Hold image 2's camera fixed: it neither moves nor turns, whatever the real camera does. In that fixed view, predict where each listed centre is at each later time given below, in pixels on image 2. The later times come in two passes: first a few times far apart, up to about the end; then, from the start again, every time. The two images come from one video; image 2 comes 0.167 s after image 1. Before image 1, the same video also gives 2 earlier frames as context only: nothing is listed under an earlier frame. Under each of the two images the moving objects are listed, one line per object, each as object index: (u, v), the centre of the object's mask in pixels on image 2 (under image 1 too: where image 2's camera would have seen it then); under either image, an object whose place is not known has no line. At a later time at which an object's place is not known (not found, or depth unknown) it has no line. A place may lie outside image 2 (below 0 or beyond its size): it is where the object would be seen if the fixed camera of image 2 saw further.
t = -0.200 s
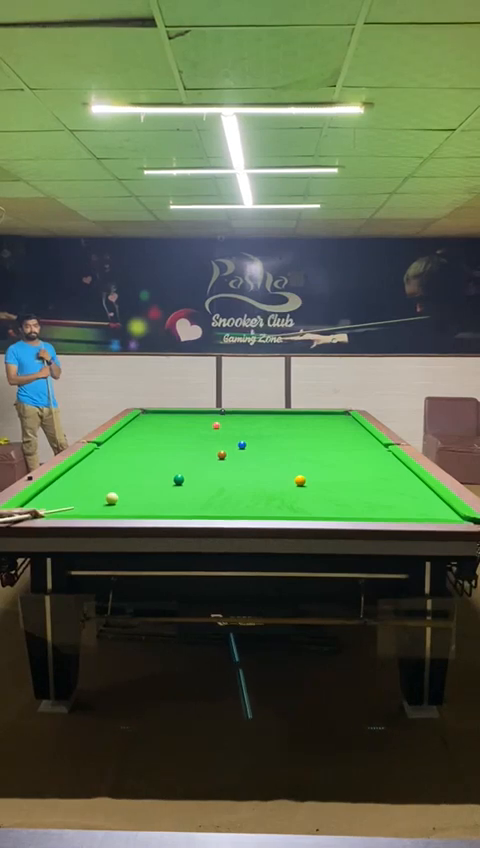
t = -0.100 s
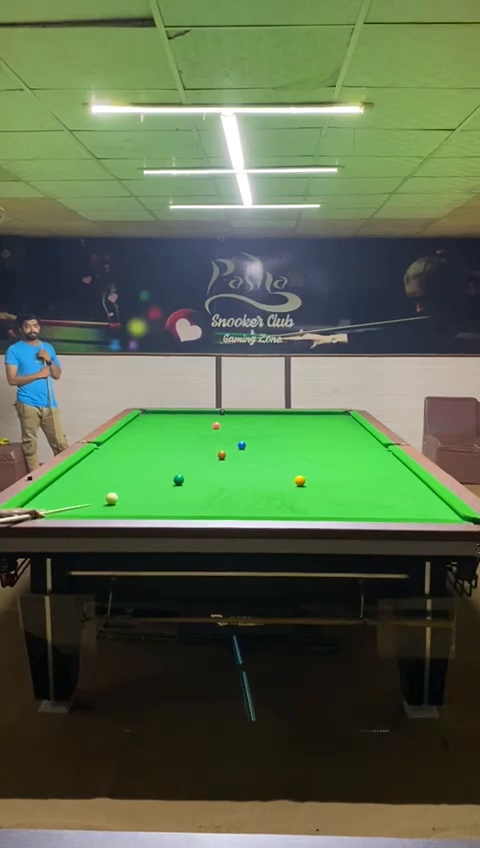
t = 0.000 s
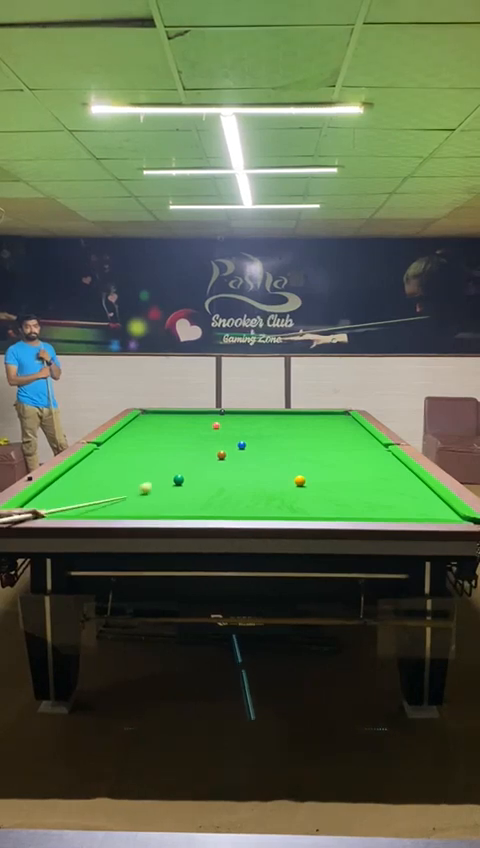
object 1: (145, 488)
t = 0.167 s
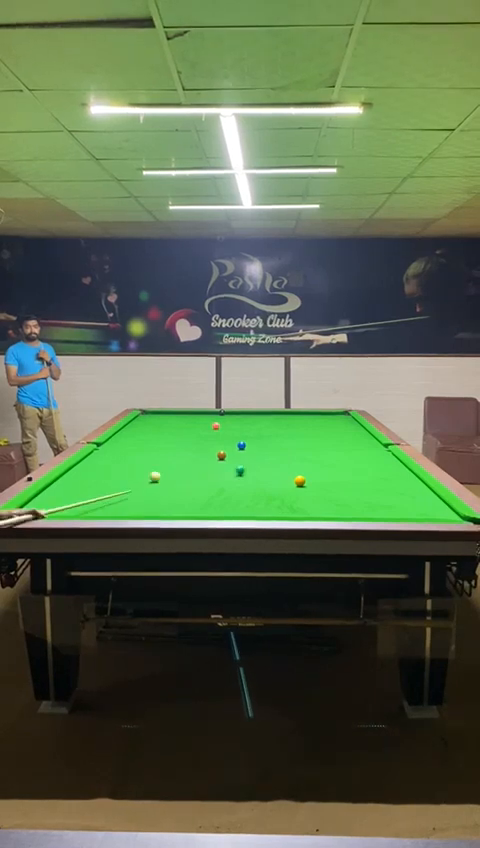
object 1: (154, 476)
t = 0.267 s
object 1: (144, 473)
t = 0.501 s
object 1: (120, 469)
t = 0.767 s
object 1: (94, 464)
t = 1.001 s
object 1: (88, 461)
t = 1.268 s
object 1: (105, 458)
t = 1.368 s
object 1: (111, 458)
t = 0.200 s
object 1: (151, 475)
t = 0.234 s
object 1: (147, 474)
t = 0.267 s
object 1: (144, 473)
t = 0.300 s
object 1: (140, 473)
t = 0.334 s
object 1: (136, 472)
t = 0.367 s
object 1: (133, 471)
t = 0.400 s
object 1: (130, 471)
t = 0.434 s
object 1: (126, 470)
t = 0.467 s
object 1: (123, 470)
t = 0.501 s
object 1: (120, 469)
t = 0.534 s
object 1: (116, 468)
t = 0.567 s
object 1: (113, 467)
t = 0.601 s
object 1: (110, 467)
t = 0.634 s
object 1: (106, 466)
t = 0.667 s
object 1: (103, 466)
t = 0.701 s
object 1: (100, 465)
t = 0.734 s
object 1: (97, 464)
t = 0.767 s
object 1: (94, 464)
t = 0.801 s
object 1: (91, 463)
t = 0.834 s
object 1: (88, 463)
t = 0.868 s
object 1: (86, 462)
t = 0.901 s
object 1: (83, 462)
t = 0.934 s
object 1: (84, 461)
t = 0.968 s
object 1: (86, 461)
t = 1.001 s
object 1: (88, 461)
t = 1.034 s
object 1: (91, 460)
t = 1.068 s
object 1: (93, 460)
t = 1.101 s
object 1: (95, 460)
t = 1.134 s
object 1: (97, 459)
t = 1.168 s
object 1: (99, 459)
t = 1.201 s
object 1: (101, 459)
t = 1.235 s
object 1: (103, 459)
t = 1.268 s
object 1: (105, 458)
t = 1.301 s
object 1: (107, 458)
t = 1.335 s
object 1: (109, 458)
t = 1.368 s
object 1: (111, 458)
